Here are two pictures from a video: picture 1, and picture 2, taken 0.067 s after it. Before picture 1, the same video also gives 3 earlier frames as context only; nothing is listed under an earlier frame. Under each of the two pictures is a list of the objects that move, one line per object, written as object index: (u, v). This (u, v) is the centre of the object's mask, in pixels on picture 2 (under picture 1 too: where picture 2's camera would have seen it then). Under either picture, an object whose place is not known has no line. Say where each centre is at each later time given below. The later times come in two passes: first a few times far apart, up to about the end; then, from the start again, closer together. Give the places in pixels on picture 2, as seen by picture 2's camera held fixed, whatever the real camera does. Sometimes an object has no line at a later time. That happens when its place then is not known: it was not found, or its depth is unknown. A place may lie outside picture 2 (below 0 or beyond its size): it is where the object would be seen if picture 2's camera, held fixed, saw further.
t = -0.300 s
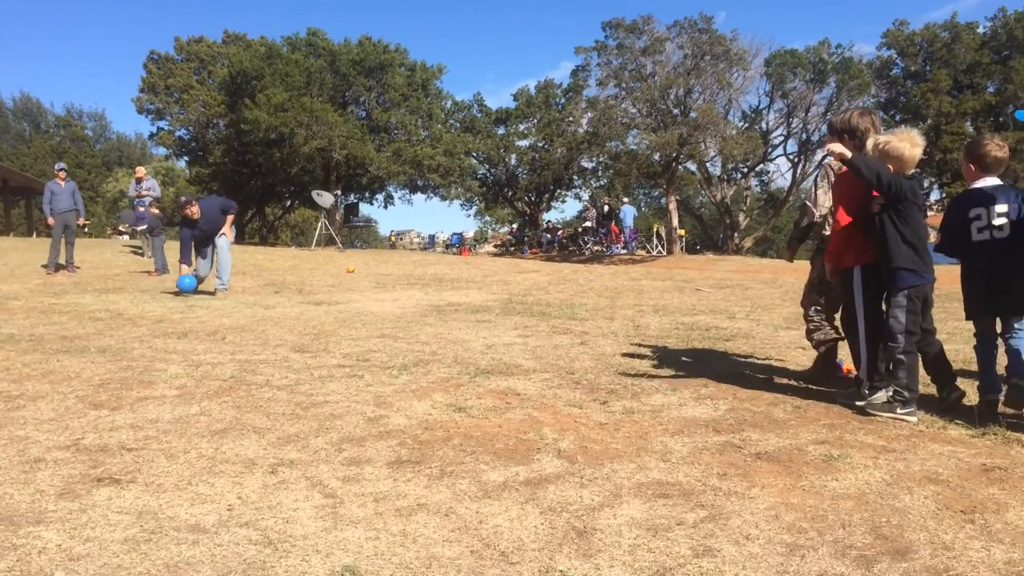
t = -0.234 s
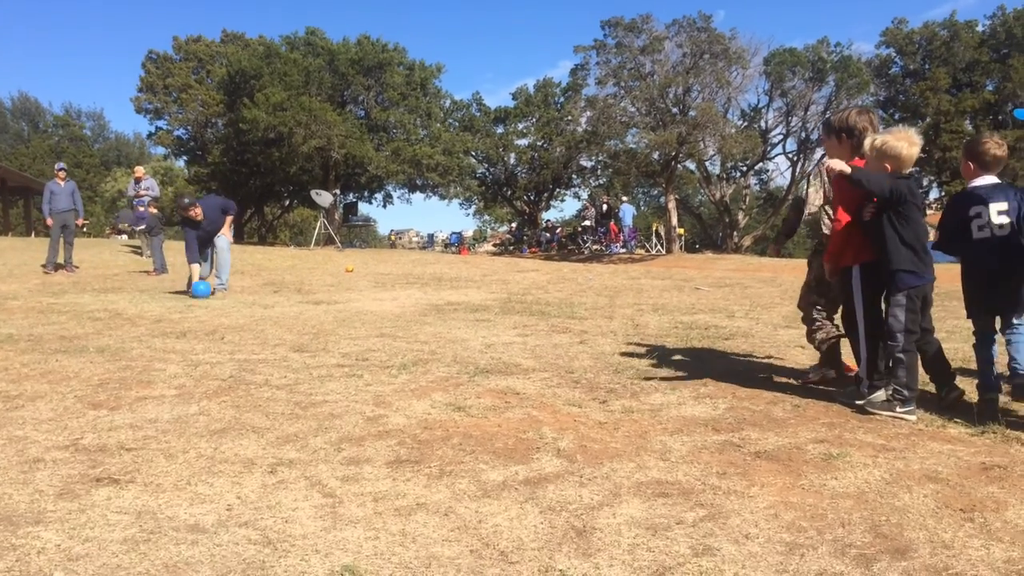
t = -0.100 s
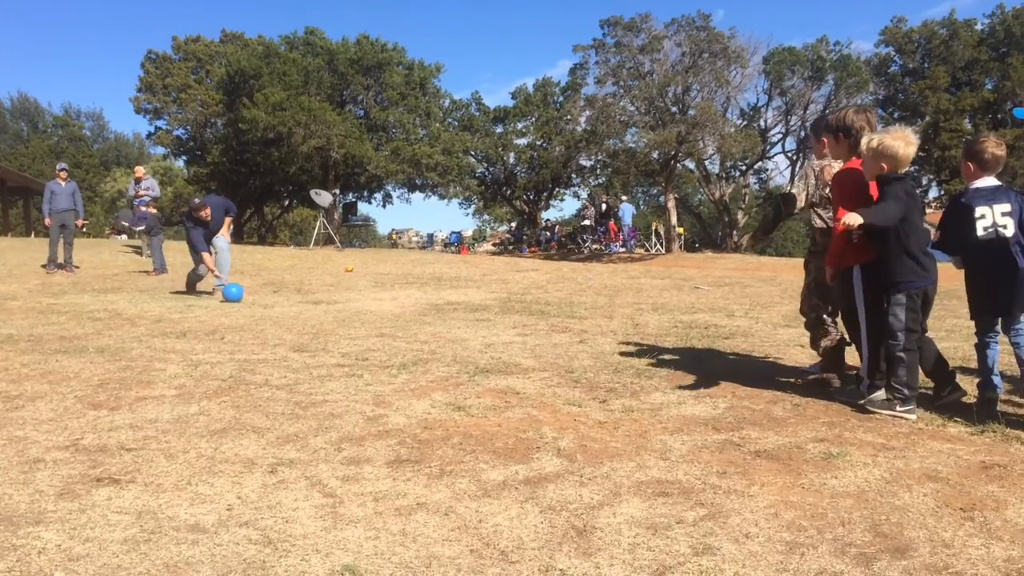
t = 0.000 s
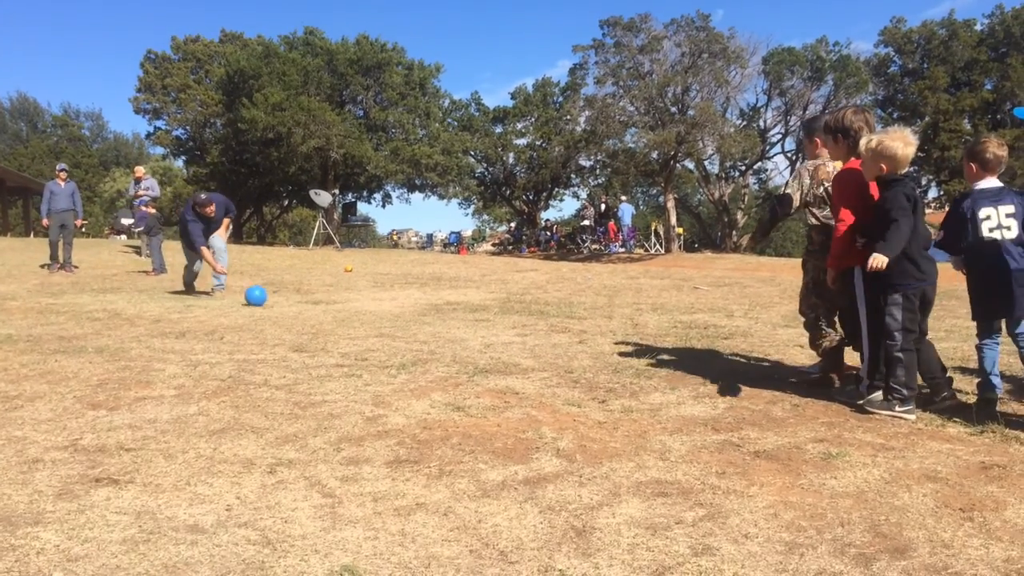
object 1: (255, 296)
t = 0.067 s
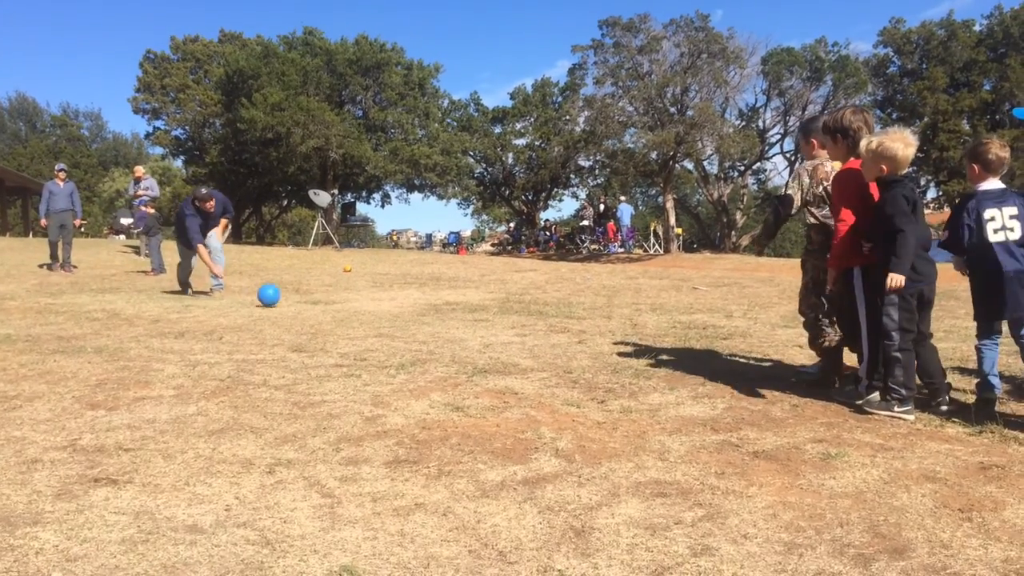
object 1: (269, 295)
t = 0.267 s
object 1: (312, 303)
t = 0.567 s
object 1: (395, 309)
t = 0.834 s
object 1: (484, 316)
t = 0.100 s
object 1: (275, 294)
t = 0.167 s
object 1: (289, 296)
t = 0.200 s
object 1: (296, 299)
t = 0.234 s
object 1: (303, 302)
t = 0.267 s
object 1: (312, 303)
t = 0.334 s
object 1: (328, 304)
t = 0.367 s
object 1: (337, 305)
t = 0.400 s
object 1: (346, 306)
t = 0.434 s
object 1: (356, 307)
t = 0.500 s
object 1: (375, 308)
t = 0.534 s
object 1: (384, 308)
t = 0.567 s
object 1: (395, 309)
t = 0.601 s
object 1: (406, 311)
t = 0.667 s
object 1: (426, 312)
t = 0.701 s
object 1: (437, 312)
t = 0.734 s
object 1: (448, 313)
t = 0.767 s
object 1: (460, 315)
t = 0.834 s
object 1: (484, 316)
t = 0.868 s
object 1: (495, 316)
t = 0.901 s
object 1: (507, 317)
